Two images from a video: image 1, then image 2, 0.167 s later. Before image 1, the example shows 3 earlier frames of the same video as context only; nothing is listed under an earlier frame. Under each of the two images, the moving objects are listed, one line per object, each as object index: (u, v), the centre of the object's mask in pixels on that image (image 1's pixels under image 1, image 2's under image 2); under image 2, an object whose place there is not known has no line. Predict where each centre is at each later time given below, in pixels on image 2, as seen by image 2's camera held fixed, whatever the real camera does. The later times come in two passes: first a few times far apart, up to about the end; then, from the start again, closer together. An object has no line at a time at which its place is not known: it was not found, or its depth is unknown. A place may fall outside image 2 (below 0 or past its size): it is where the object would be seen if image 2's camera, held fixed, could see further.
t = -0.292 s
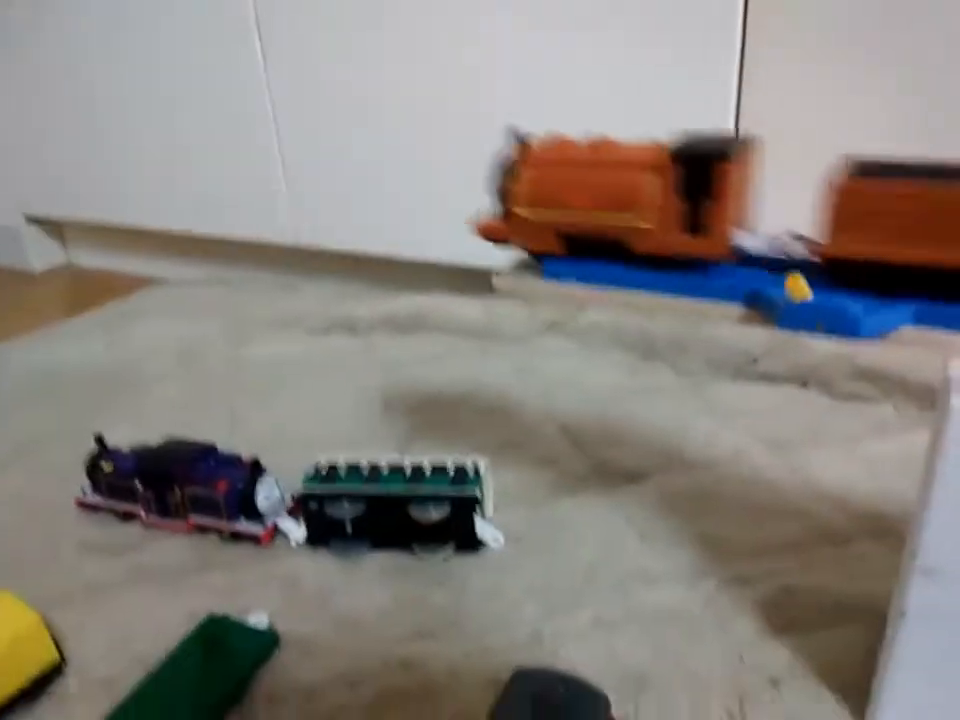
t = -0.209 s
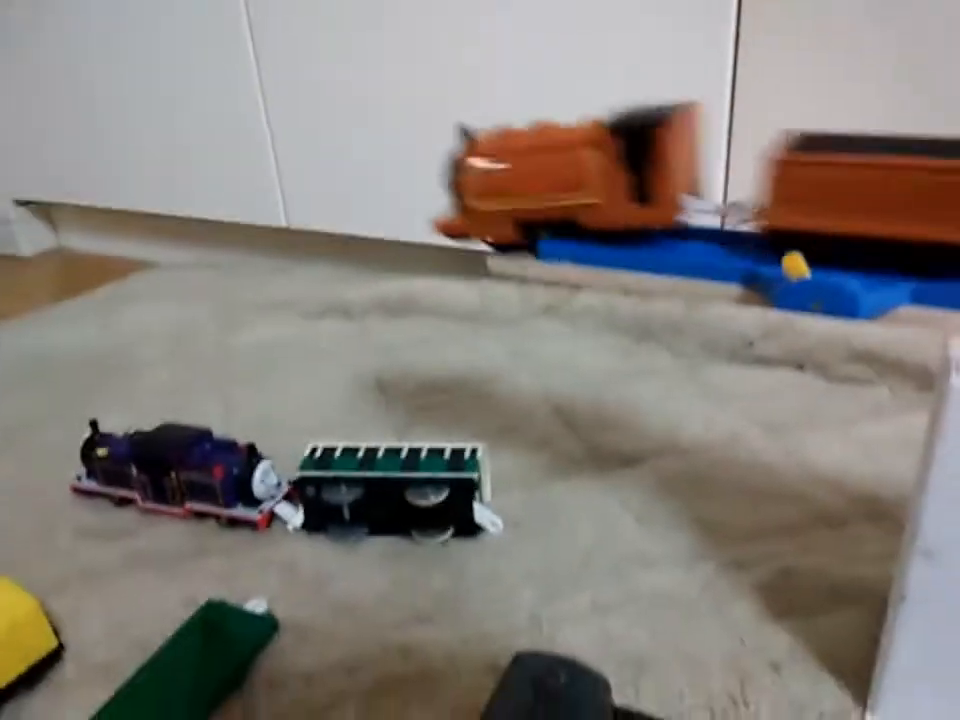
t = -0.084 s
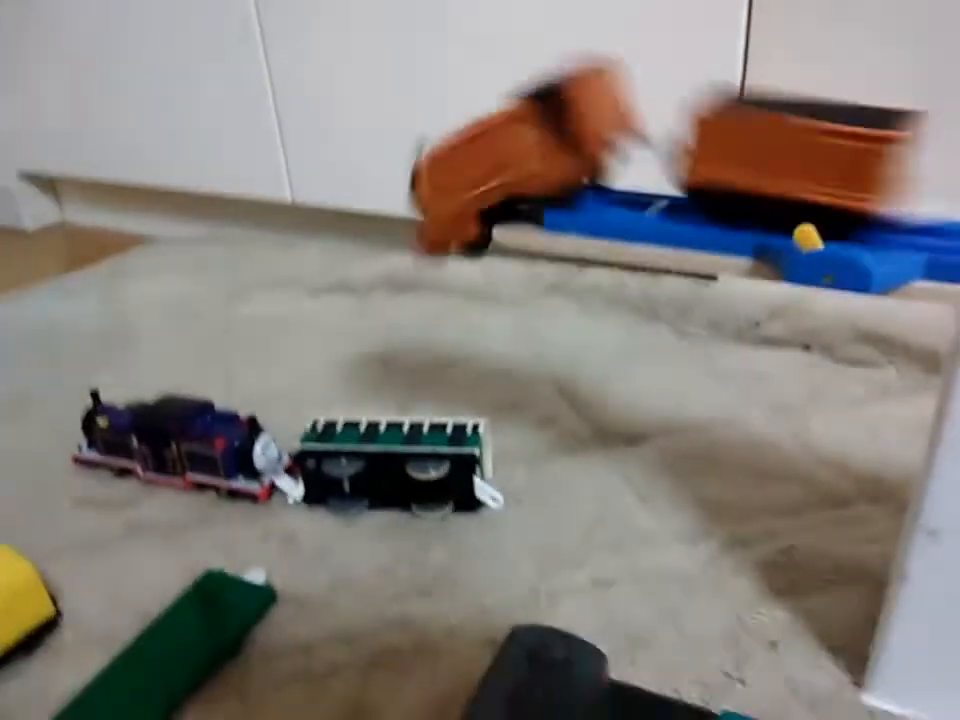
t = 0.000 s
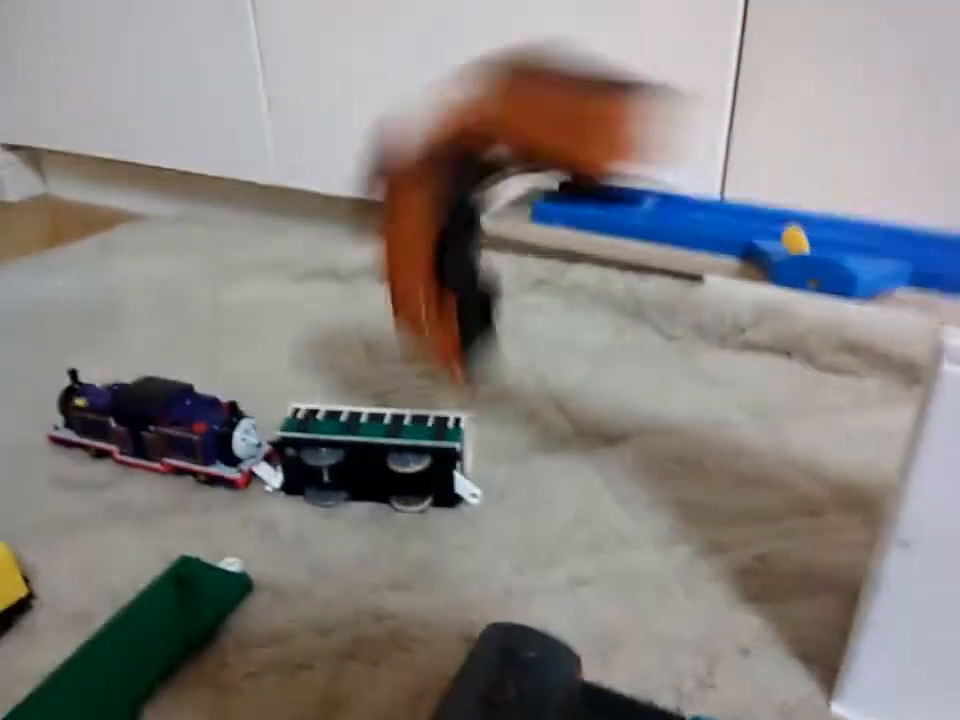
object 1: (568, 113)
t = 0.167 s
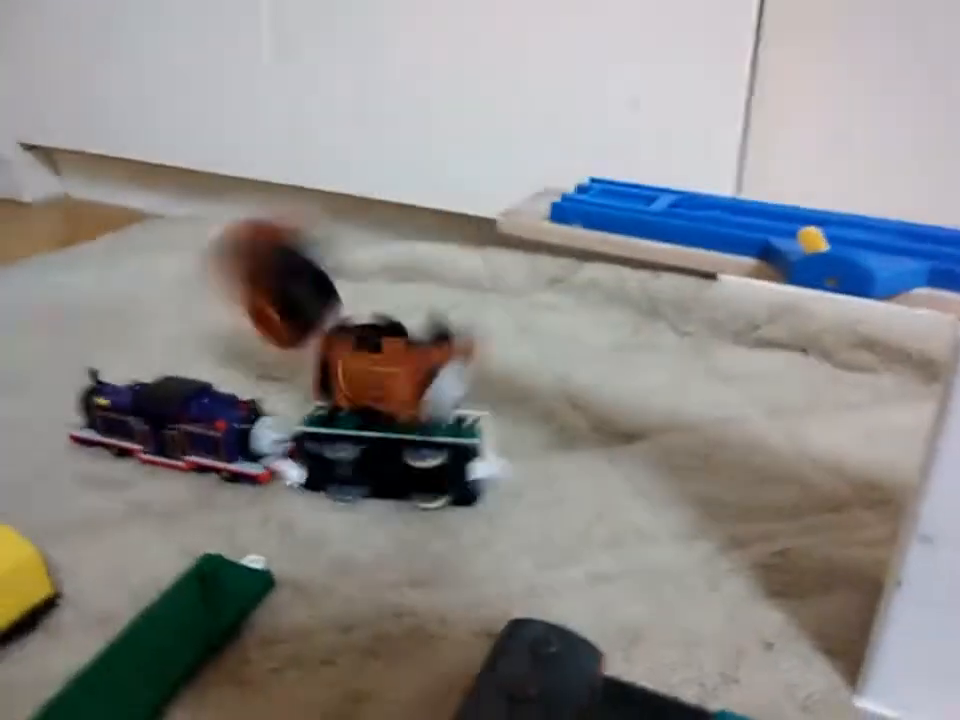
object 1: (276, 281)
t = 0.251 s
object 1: (237, 344)
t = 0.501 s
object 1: (240, 357)
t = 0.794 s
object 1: (244, 360)
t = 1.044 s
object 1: (243, 361)
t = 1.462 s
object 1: (243, 360)
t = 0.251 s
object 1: (237, 344)
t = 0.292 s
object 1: (233, 357)
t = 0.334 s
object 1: (231, 356)
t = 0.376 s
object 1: (232, 353)
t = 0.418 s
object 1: (233, 353)
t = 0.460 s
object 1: (236, 355)
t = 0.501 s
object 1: (240, 357)
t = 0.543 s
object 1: (244, 354)
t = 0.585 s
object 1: (244, 353)
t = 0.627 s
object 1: (244, 355)
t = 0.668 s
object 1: (244, 358)
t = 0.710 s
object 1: (243, 361)
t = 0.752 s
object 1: (243, 360)
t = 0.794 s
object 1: (244, 360)
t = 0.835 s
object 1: (243, 359)
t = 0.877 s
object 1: (243, 359)
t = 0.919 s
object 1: (244, 360)
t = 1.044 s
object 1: (243, 361)
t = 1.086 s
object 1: (243, 360)
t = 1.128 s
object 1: (243, 360)
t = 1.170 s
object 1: (244, 360)
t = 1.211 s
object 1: (244, 360)
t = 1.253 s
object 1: (244, 360)
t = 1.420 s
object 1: (243, 360)
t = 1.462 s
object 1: (243, 360)
